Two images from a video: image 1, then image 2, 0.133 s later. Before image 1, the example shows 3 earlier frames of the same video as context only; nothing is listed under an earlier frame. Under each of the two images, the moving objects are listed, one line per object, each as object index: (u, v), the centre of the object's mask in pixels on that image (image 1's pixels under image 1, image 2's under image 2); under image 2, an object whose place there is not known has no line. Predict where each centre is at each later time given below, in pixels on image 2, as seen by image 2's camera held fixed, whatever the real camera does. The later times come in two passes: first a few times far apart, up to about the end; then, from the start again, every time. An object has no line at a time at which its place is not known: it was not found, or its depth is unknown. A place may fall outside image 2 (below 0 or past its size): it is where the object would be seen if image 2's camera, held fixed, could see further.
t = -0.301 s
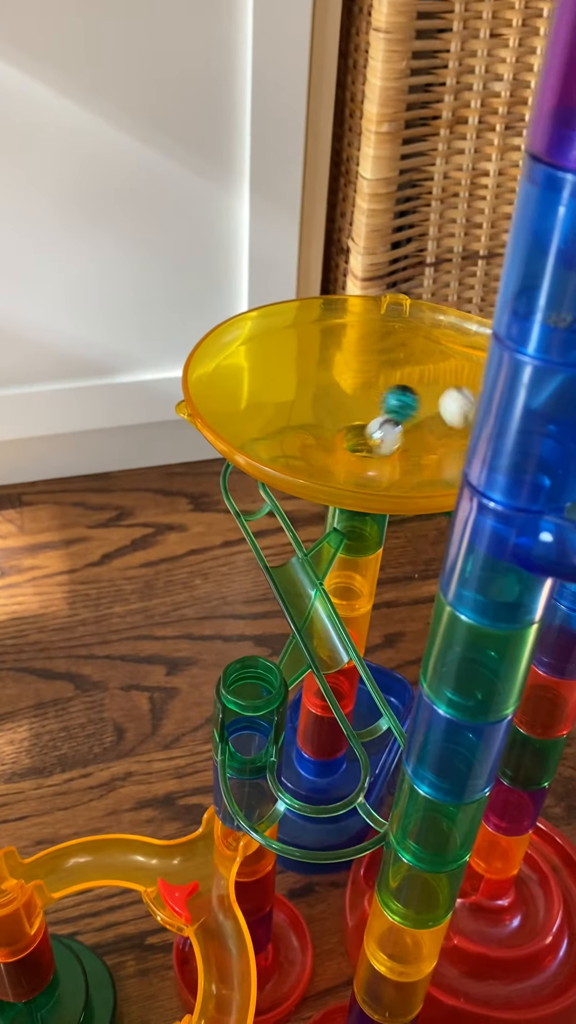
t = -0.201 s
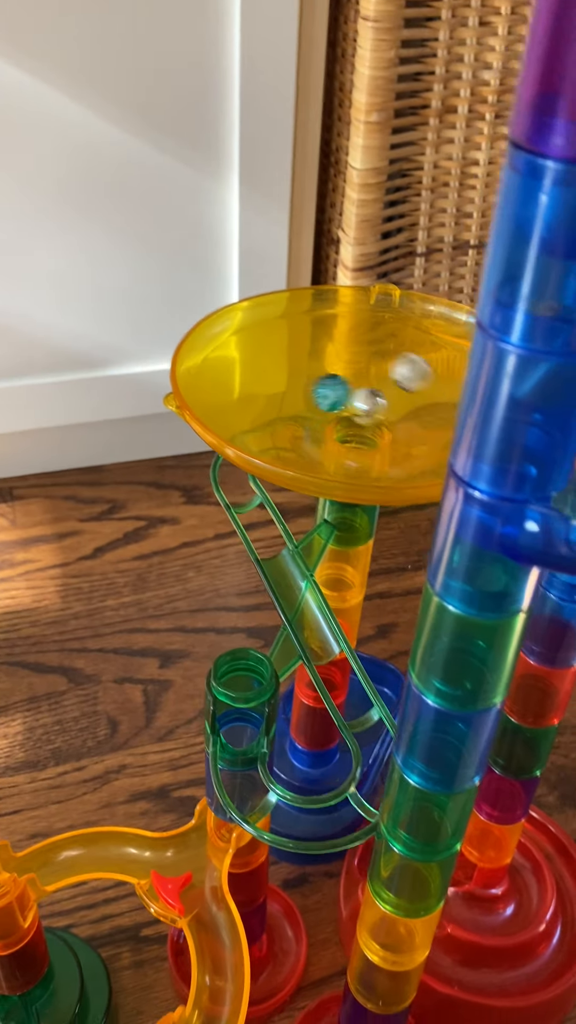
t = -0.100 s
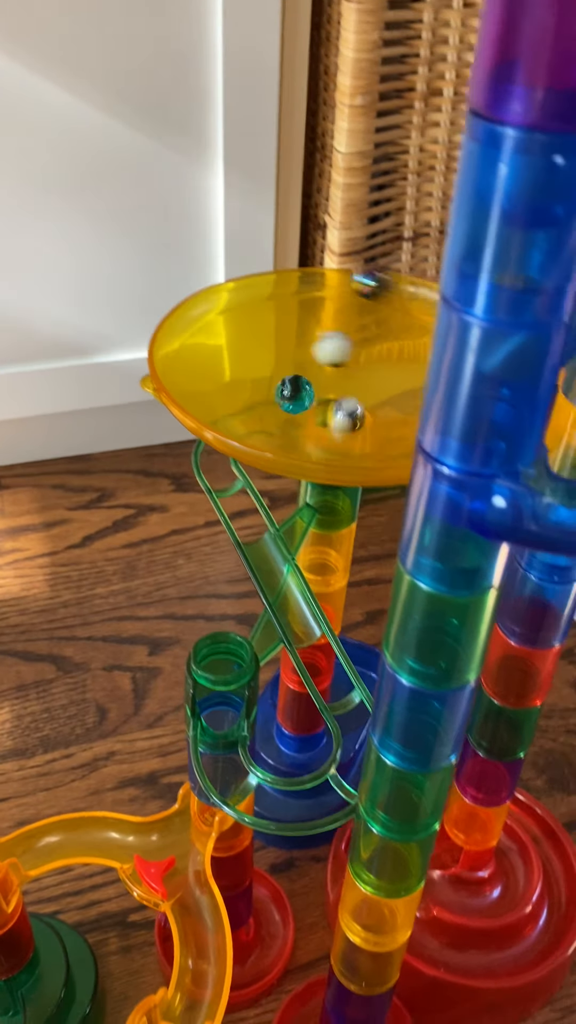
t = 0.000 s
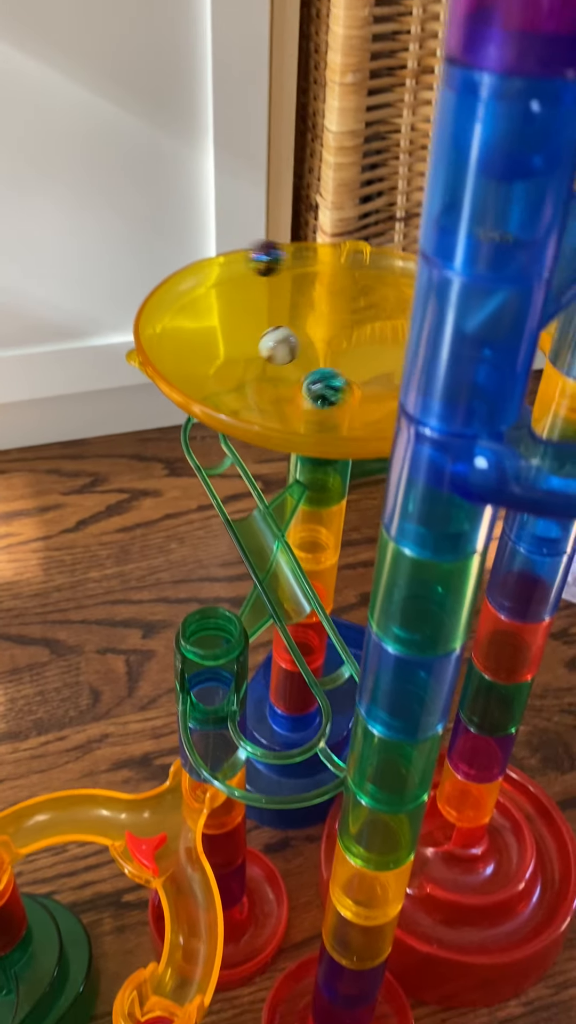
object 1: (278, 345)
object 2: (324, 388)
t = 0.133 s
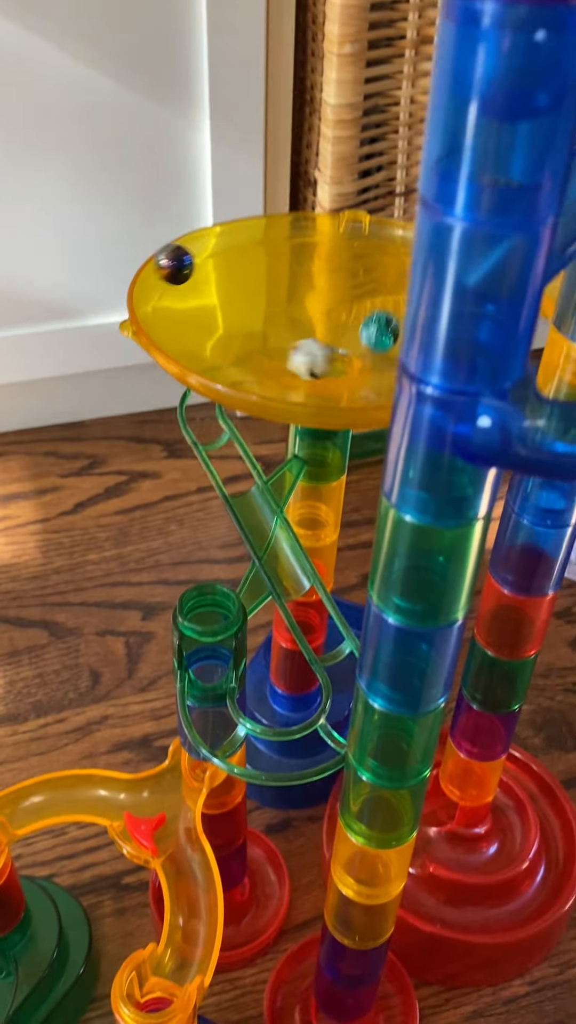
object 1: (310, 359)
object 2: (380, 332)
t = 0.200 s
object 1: (355, 363)
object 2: (373, 314)
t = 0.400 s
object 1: (395, 317)
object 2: (304, 340)
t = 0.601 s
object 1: (303, 309)
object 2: (371, 354)
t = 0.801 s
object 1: (323, 360)
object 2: (312, 319)
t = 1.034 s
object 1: (383, 317)
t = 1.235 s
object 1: (292, 319)
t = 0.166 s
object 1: (331, 364)
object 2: (379, 321)
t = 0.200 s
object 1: (355, 363)
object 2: (373, 314)
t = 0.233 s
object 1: (377, 360)
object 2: (364, 309)
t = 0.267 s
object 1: (390, 353)
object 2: (352, 307)
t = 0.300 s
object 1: (396, 345)
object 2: (338, 310)
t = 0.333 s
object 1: (399, 335)
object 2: (323, 316)
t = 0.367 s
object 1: (399, 325)
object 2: (310, 327)
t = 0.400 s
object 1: (395, 317)
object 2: (304, 340)
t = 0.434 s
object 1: (390, 310)
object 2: (308, 350)
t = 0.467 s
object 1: (380, 305)
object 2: (321, 356)
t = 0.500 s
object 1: (362, 301)
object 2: (334, 360)
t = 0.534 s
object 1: (342, 301)
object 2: (349, 360)
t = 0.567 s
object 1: (322, 303)
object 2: (362, 358)
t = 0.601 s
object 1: (303, 309)
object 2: (371, 354)
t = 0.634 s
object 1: (289, 318)
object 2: (375, 349)
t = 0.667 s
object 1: (281, 327)
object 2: (373, 342)
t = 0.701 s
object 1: (281, 338)
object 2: (364, 336)
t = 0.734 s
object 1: (289, 348)
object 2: (349, 328)
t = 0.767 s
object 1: (303, 356)
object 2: (331, 322)
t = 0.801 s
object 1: (323, 360)
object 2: (312, 319)
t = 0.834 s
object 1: (343, 362)
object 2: (300, 320)
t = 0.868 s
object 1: (363, 360)
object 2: (292, 325)
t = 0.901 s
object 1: (377, 355)
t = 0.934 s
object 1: (383, 345)
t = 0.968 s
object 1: (387, 336)
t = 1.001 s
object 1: (388, 325)
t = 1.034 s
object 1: (383, 317)
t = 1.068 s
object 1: (373, 309)
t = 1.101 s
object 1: (357, 305)
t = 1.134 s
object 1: (340, 304)
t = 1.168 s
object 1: (320, 305)
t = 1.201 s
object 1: (303, 311)
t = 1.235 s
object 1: (292, 319)
